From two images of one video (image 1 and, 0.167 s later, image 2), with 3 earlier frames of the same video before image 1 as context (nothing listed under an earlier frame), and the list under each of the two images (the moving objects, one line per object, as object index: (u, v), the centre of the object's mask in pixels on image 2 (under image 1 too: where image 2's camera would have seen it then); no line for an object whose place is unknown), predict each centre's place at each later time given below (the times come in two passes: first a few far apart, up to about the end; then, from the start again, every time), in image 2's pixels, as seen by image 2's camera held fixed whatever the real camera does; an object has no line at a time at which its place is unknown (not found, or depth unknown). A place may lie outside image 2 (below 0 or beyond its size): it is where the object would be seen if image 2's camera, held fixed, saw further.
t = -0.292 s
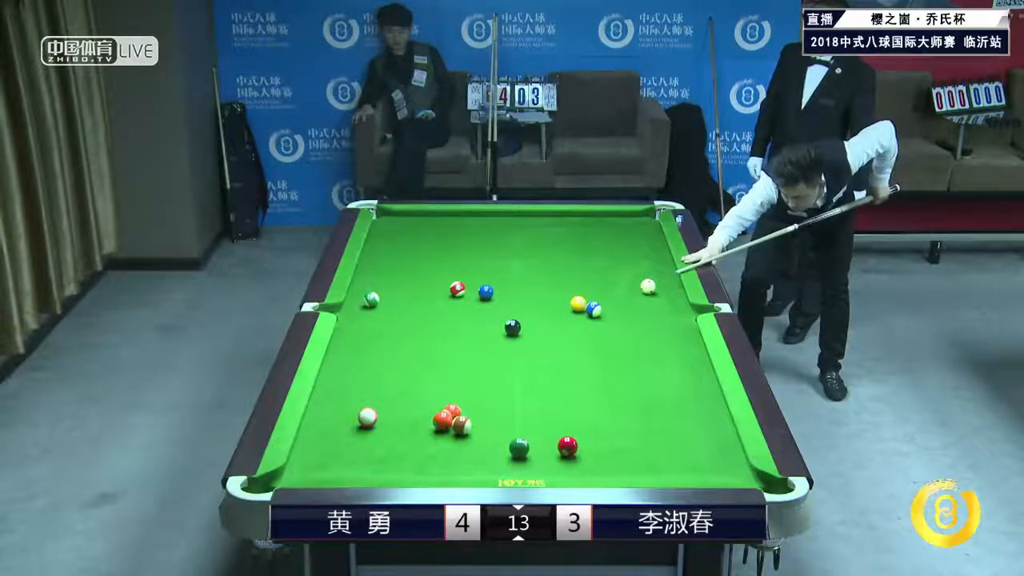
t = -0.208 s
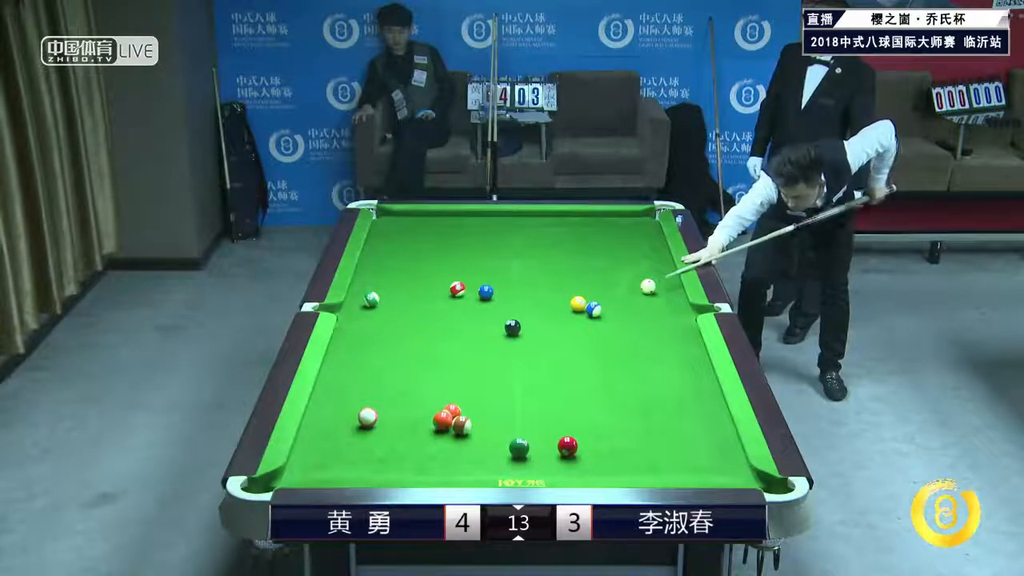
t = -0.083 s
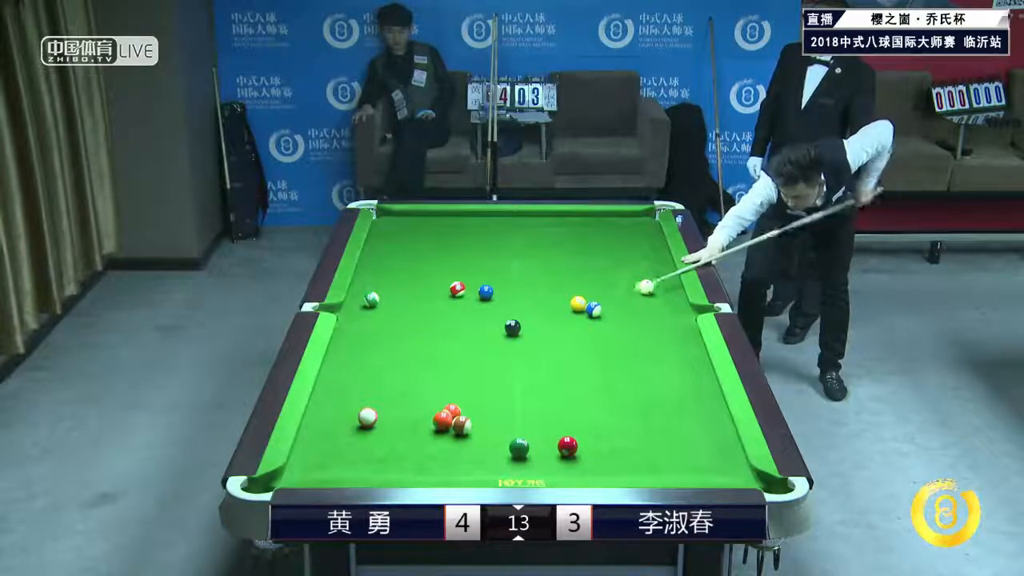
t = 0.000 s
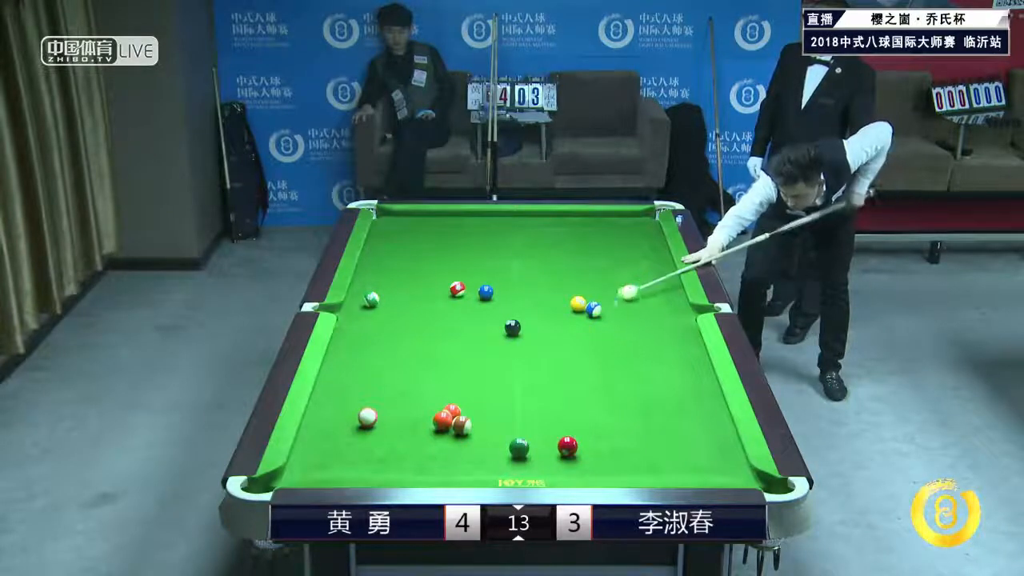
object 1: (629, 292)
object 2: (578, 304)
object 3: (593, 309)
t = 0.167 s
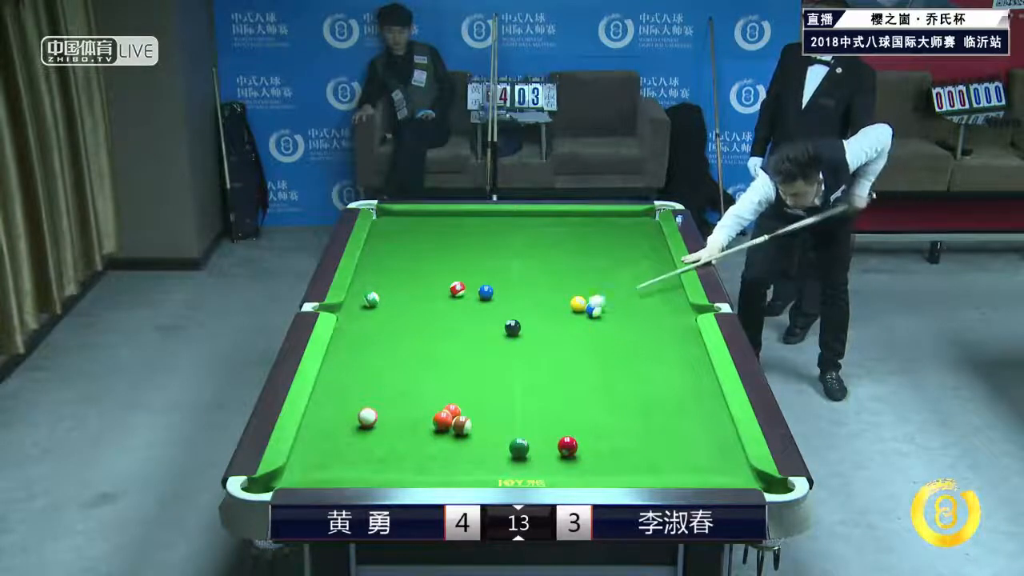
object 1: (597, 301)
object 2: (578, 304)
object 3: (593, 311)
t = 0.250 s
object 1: (590, 303)
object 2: (563, 304)
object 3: (590, 318)
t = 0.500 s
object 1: (579, 306)
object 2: (537, 304)
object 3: (583, 331)
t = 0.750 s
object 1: (569, 308)
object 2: (514, 303)
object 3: (576, 345)
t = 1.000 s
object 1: (561, 311)
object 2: (491, 303)
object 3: (569, 358)
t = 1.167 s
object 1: (555, 312)
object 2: (477, 304)
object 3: (564, 367)
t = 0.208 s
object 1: (593, 302)
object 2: (565, 303)
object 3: (590, 316)
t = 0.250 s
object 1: (590, 303)
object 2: (563, 304)
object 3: (590, 318)
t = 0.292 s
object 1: (589, 304)
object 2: (558, 304)
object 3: (588, 320)
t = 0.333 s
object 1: (586, 304)
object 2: (556, 304)
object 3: (587, 321)
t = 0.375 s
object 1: (584, 305)
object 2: (550, 303)
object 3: (585, 323)
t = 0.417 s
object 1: (583, 305)
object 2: (545, 303)
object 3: (585, 326)
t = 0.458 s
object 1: (581, 305)
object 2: (541, 303)
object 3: (584, 329)
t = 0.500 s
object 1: (579, 306)
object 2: (537, 304)
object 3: (583, 331)
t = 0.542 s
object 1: (578, 306)
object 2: (534, 303)
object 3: (582, 333)
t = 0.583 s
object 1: (576, 307)
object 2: (529, 303)
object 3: (581, 337)
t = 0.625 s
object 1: (574, 308)
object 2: (525, 303)
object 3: (579, 339)
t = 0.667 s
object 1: (572, 308)
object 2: (522, 304)
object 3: (577, 341)
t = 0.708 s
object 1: (571, 308)
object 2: (516, 303)
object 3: (577, 343)
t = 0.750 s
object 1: (569, 308)
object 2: (514, 303)
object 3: (576, 345)
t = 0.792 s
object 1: (567, 308)
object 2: (512, 303)
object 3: (574, 346)
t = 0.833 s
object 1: (566, 309)
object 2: (507, 303)
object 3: (573, 349)
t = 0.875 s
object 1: (564, 310)
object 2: (503, 304)
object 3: (570, 351)
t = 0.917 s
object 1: (564, 310)
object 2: (498, 303)
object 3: (570, 354)
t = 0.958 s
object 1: (561, 310)
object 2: (495, 304)
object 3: (570, 356)
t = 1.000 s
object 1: (561, 311)
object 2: (491, 303)
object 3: (569, 358)
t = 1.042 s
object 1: (559, 311)
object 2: (488, 303)
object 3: (568, 360)
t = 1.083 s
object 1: (558, 311)
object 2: (485, 303)
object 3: (567, 363)
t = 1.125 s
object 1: (557, 311)
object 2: (481, 304)
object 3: (566, 365)
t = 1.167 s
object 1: (555, 312)
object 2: (477, 304)
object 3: (564, 367)
